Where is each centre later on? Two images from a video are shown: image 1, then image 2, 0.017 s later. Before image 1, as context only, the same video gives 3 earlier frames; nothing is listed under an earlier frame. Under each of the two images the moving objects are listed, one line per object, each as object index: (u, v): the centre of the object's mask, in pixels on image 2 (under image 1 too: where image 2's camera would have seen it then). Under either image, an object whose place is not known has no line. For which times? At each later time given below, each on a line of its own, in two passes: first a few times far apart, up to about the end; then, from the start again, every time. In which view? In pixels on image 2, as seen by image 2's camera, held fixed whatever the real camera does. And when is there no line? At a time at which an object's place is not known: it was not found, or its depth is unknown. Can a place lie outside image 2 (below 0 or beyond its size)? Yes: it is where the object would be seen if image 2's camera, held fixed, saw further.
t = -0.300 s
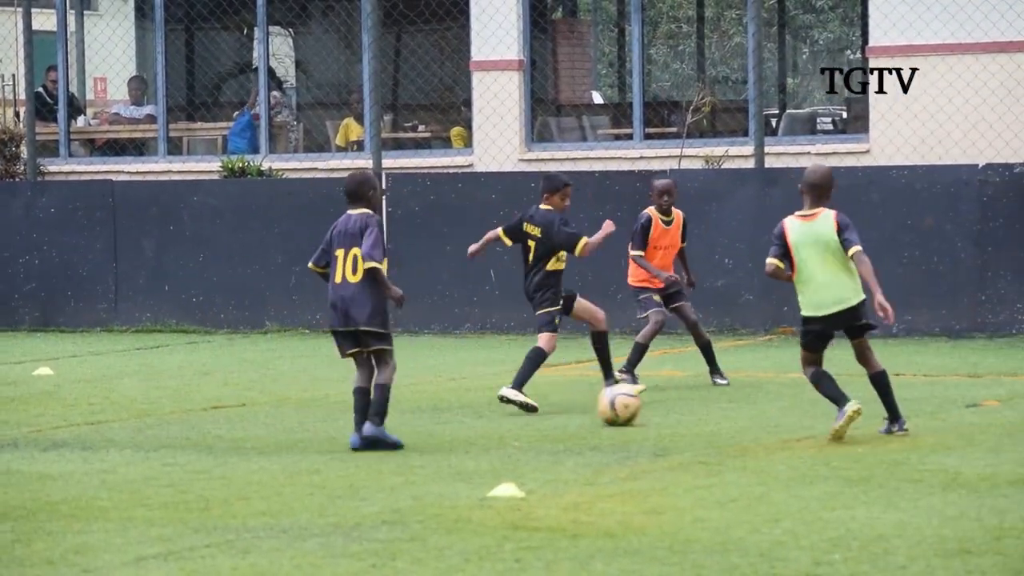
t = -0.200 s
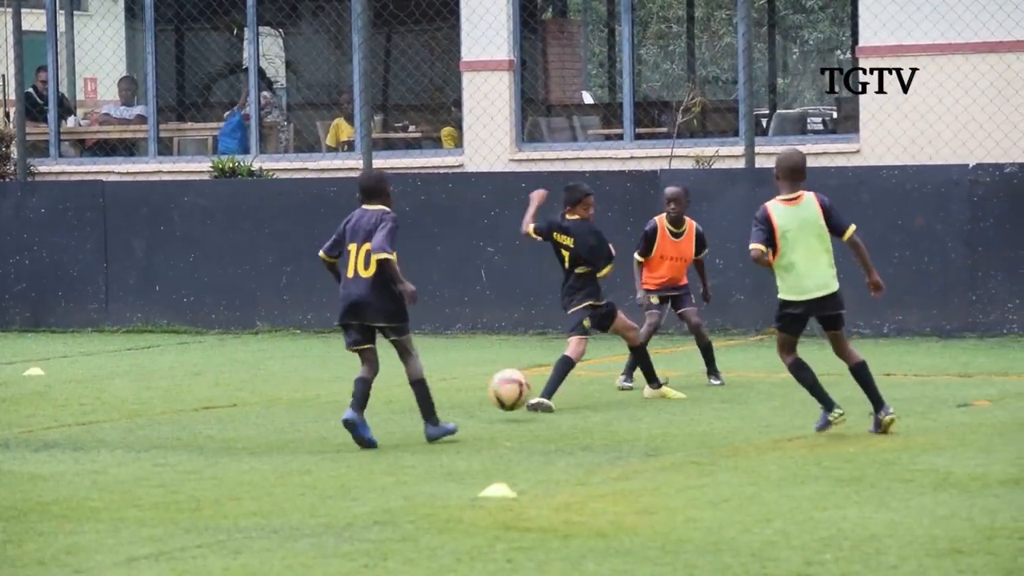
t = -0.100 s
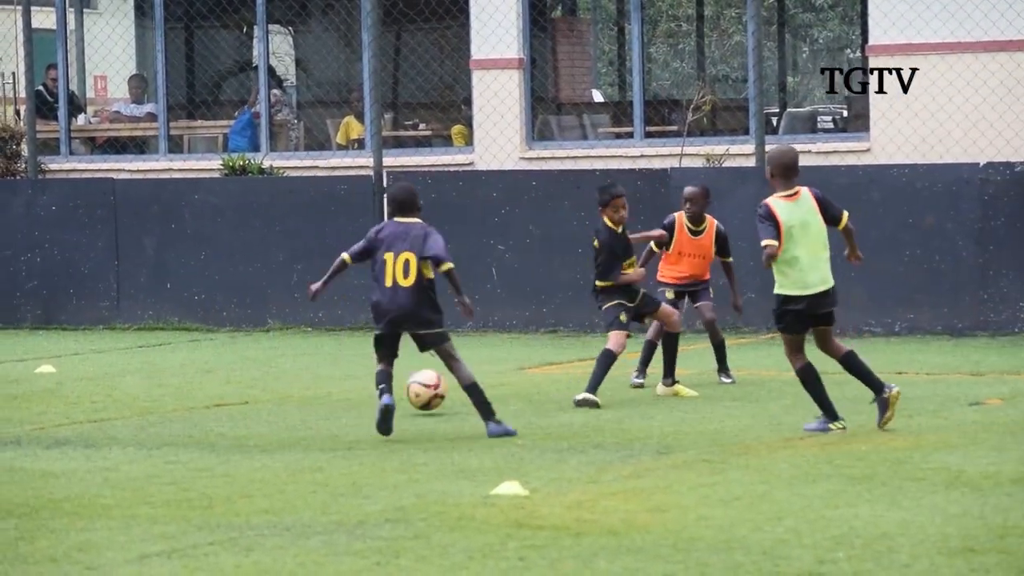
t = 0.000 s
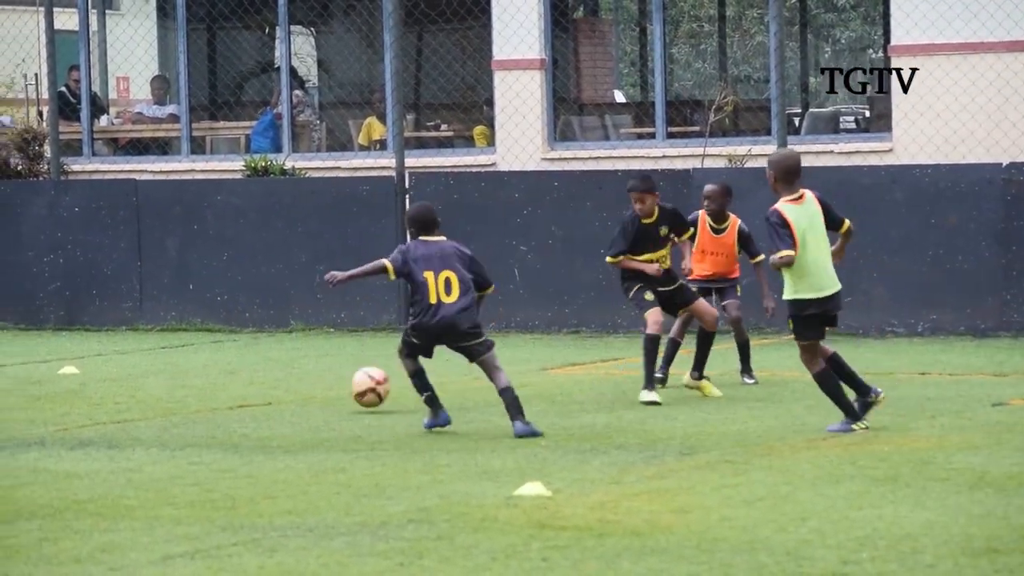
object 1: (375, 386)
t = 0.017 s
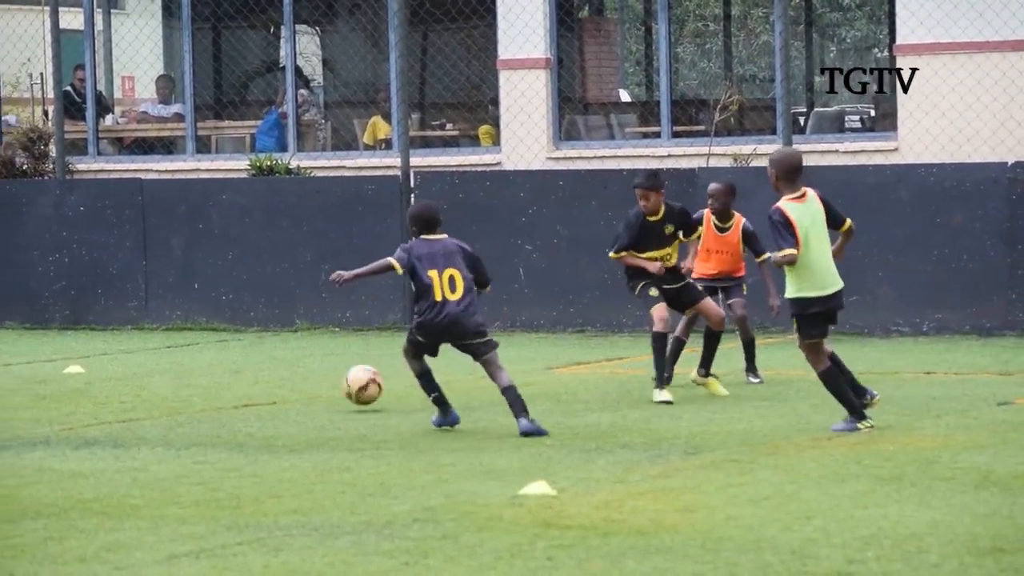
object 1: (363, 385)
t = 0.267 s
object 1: (212, 384)
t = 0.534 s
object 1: (87, 379)
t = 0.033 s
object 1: (350, 384)
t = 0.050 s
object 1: (339, 384)
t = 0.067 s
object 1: (327, 384)
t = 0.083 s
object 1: (316, 385)
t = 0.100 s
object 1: (305, 386)
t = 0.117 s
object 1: (294, 389)
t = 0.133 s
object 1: (283, 390)
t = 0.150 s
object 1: (273, 389)
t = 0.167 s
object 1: (264, 387)
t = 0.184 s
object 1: (255, 385)
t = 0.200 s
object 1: (247, 384)
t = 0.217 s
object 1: (238, 383)
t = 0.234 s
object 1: (229, 383)
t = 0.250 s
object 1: (220, 383)
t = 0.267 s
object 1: (212, 384)
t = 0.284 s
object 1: (204, 385)
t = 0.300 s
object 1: (195, 386)
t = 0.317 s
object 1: (186, 387)
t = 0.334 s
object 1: (179, 385)
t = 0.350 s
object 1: (171, 384)
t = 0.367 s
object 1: (163, 383)
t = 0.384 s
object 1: (155, 383)
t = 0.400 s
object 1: (147, 383)
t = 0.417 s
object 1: (139, 383)
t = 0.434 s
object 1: (132, 384)
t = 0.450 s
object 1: (124, 383)
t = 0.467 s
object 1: (117, 381)
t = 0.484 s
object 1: (110, 379)
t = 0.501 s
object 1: (102, 379)
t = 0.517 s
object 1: (95, 379)
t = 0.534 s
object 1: (87, 379)
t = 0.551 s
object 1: (79, 379)
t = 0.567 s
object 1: (72, 380)
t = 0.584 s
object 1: (66, 379)
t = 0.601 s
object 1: (57, 380)
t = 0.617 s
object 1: (50, 380)
